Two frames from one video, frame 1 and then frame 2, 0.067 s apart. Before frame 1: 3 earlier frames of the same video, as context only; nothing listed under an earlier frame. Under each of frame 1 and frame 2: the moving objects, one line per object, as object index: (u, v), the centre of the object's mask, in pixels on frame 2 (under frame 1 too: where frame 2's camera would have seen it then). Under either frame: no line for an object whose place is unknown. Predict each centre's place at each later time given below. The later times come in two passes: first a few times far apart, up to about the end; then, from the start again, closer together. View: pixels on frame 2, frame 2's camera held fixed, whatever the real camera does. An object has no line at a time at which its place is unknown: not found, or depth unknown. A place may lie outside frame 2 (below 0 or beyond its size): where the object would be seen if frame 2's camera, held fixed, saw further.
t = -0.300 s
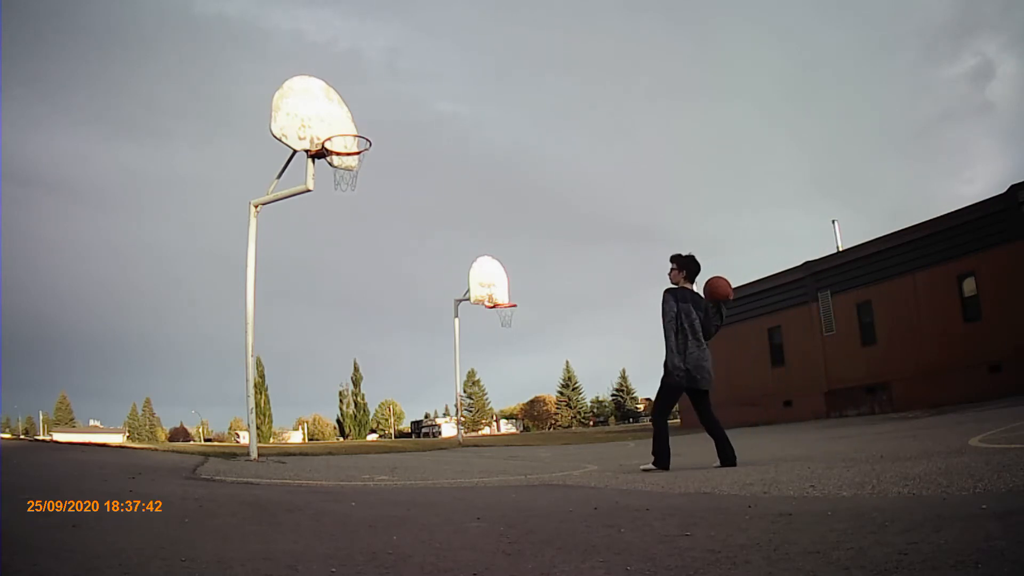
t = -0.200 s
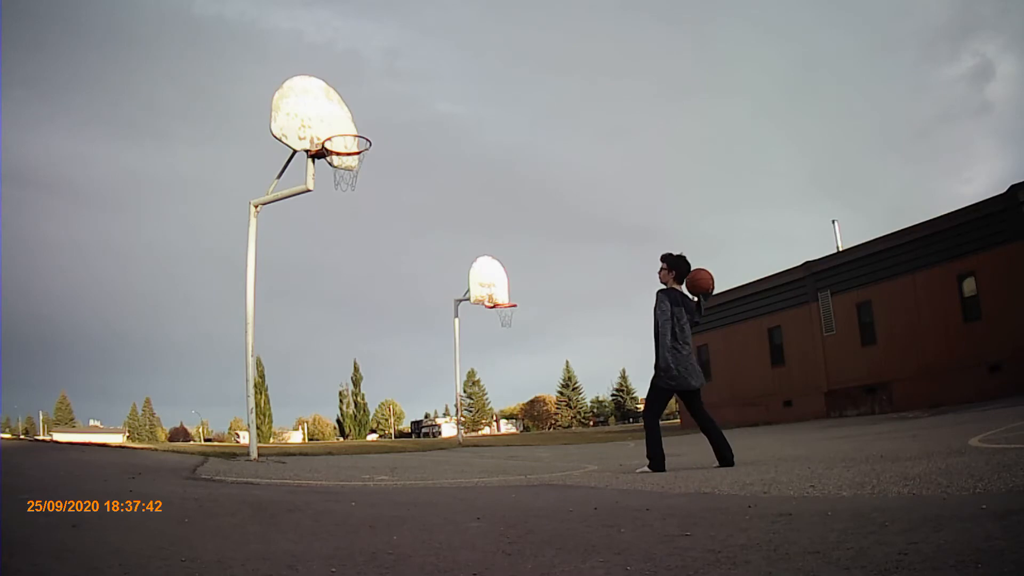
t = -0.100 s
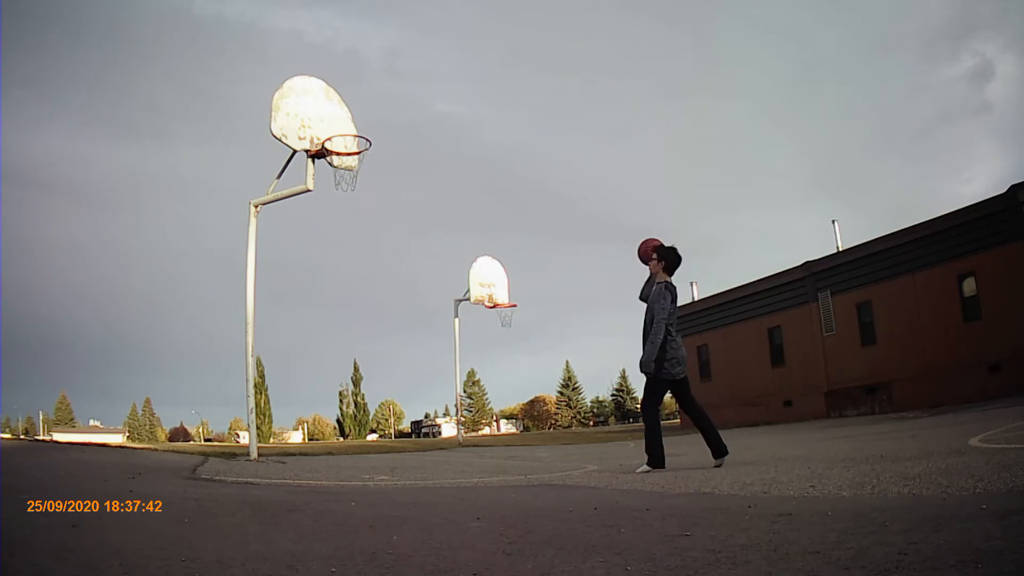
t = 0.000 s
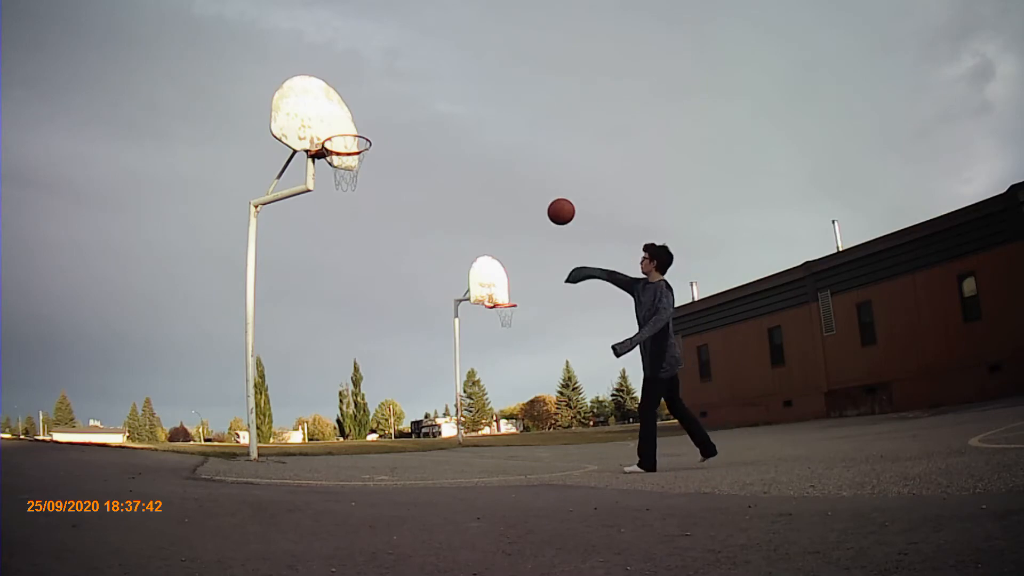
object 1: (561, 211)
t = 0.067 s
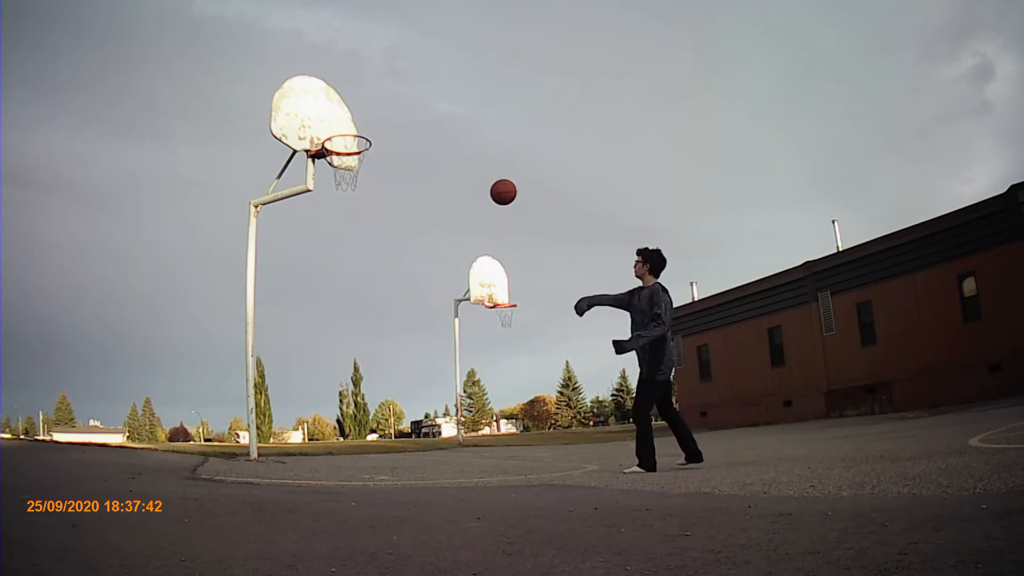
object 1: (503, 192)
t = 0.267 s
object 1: (355, 168)
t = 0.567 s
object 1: (369, 292)
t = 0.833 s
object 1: (443, 422)
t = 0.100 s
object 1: (476, 184)
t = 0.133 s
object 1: (450, 178)
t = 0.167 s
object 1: (424, 174)
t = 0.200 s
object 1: (400, 171)
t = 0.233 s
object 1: (377, 169)
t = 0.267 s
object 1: (355, 168)
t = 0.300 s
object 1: (334, 169)
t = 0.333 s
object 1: (326, 179)
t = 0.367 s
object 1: (328, 191)
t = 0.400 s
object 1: (335, 204)
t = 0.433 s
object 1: (341, 219)
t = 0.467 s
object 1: (348, 235)
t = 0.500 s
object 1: (355, 252)
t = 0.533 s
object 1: (362, 271)
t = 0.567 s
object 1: (369, 292)
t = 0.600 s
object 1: (377, 315)
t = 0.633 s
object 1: (385, 338)
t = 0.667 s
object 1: (393, 364)
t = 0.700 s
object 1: (402, 391)
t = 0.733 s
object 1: (410, 420)
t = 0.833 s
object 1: (443, 422)
